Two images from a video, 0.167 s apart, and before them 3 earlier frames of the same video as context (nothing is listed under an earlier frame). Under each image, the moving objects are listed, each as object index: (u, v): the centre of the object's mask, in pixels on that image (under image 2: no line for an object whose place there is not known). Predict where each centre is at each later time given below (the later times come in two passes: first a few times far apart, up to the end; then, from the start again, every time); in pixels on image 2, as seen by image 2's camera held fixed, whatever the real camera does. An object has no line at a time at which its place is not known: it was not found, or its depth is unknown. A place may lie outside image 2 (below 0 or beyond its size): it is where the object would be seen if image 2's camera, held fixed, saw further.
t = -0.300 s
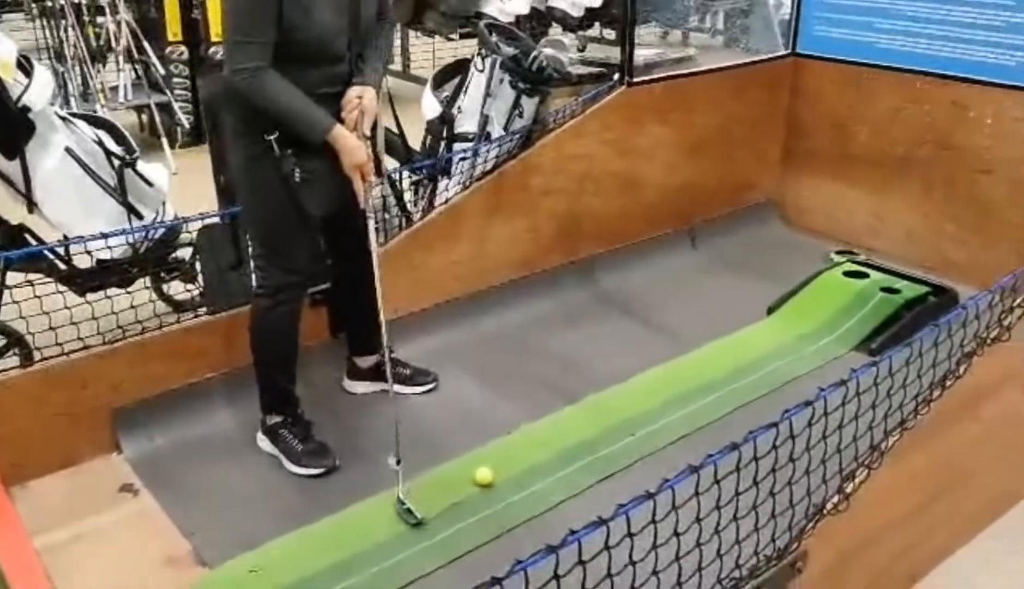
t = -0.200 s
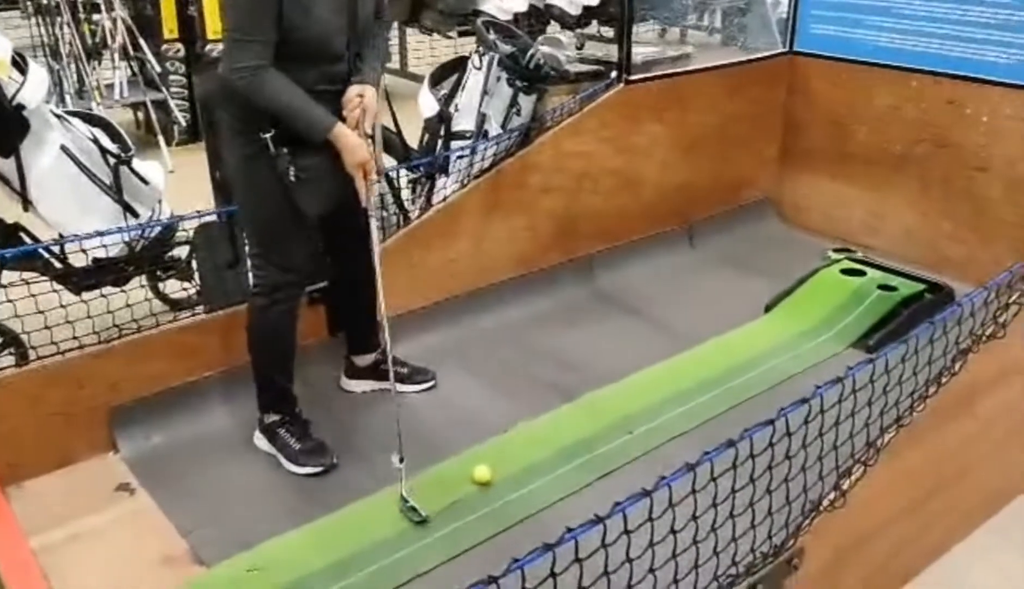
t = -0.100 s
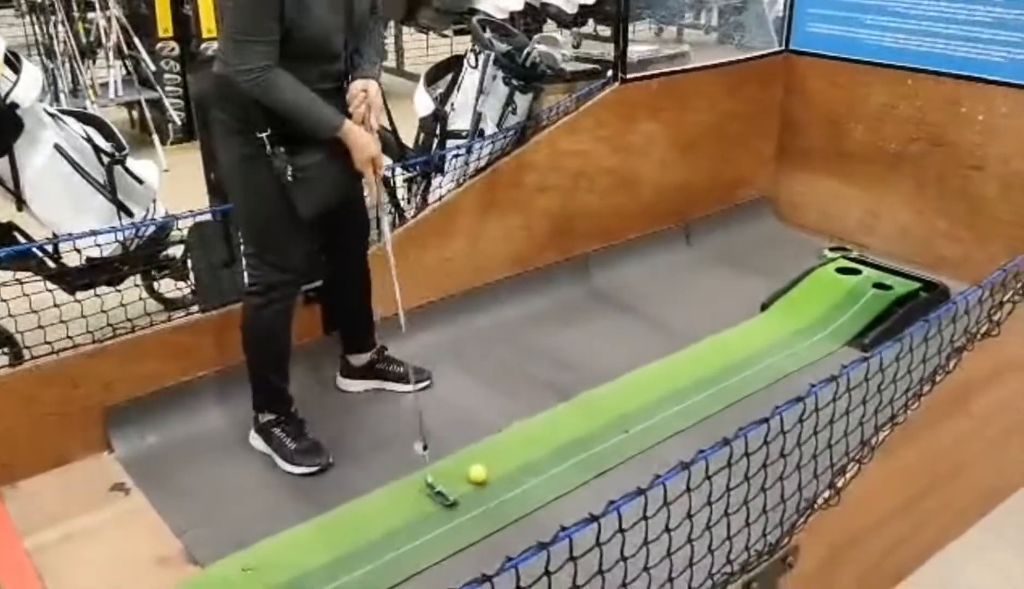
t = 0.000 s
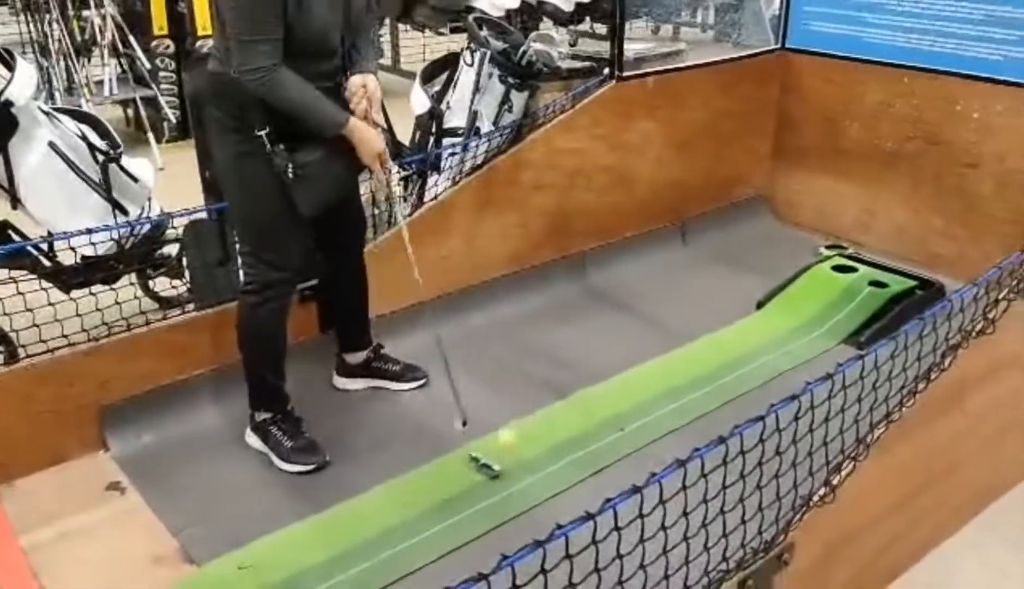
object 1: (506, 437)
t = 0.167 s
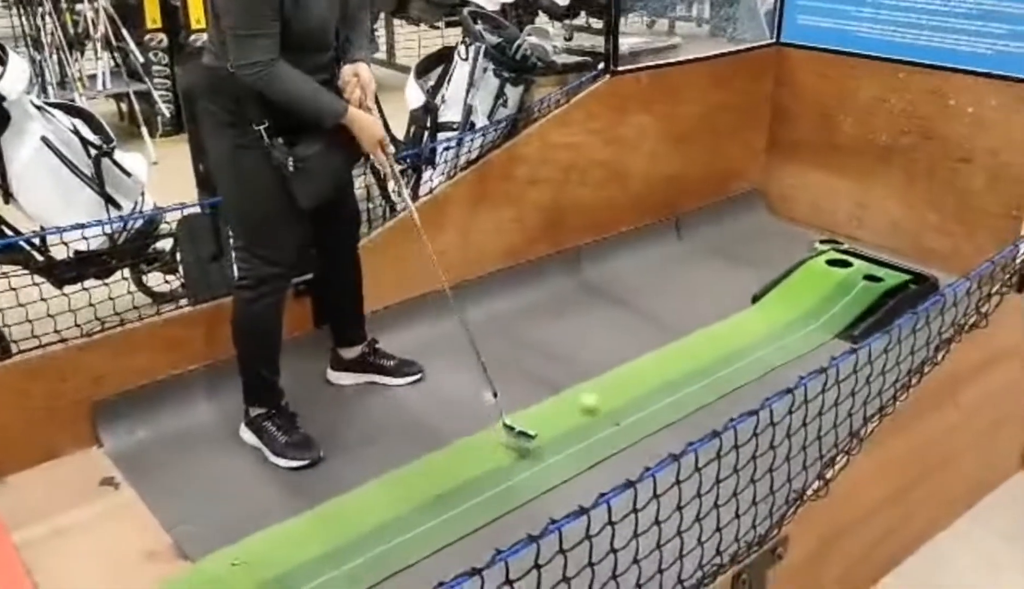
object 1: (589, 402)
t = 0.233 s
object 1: (609, 389)
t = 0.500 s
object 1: (679, 359)
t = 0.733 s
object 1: (732, 336)
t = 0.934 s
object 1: (770, 316)
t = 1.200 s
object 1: (806, 291)
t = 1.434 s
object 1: (816, 283)
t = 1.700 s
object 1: (807, 293)
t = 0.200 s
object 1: (600, 395)
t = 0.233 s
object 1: (609, 389)
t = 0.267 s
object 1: (621, 384)
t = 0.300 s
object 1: (631, 383)
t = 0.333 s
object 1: (638, 377)
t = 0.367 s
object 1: (646, 373)
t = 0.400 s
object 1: (655, 371)
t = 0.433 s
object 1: (663, 366)
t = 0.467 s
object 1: (671, 363)
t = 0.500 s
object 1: (679, 359)
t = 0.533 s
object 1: (687, 356)
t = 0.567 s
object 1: (695, 352)
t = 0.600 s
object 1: (702, 349)
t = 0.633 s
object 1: (710, 346)
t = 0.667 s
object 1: (717, 342)
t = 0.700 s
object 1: (725, 339)
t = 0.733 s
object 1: (732, 336)
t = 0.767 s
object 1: (739, 333)
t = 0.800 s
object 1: (745, 330)
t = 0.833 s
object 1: (752, 326)
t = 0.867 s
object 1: (758, 323)
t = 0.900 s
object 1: (764, 320)
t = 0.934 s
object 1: (770, 316)
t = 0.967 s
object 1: (776, 314)
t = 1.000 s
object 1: (781, 311)
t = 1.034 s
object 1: (787, 308)
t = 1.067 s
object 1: (791, 304)
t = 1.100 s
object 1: (795, 301)
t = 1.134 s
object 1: (799, 296)
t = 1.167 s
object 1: (803, 294)
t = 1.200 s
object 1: (806, 291)
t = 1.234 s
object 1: (808, 289)
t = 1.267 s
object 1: (811, 287)
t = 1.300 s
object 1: (813, 285)
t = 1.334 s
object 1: (814, 284)
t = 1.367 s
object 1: (815, 284)
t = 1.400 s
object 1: (816, 283)
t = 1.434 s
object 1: (816, 283)
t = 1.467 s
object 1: (816, 283)
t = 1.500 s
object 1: (815, 283)
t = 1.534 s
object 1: (814, 284)
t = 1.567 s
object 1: (814, 286)
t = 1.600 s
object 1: (812, 287)
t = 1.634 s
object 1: (811, 288)
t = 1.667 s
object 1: (809, 291)
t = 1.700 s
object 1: (807, 293)
